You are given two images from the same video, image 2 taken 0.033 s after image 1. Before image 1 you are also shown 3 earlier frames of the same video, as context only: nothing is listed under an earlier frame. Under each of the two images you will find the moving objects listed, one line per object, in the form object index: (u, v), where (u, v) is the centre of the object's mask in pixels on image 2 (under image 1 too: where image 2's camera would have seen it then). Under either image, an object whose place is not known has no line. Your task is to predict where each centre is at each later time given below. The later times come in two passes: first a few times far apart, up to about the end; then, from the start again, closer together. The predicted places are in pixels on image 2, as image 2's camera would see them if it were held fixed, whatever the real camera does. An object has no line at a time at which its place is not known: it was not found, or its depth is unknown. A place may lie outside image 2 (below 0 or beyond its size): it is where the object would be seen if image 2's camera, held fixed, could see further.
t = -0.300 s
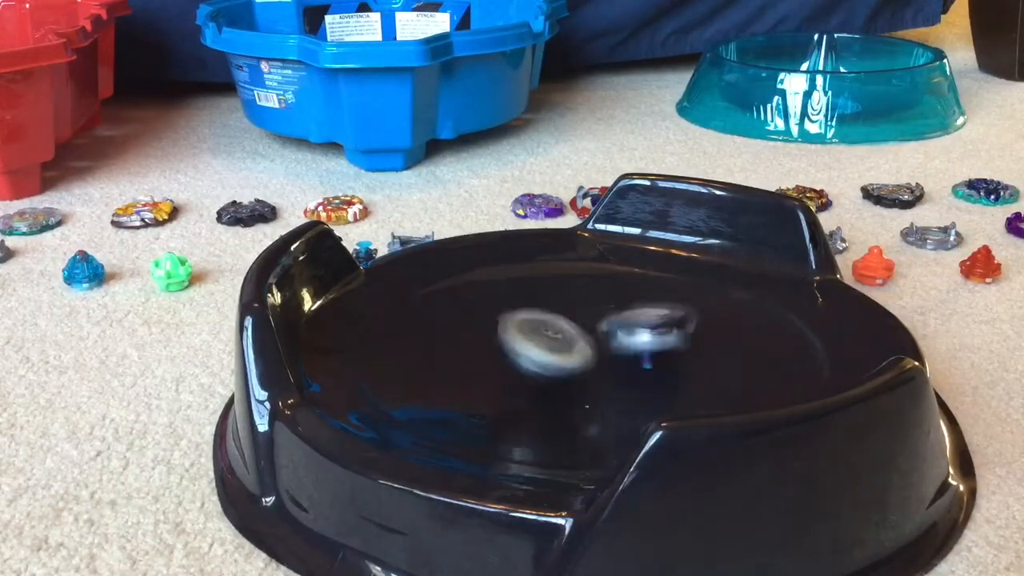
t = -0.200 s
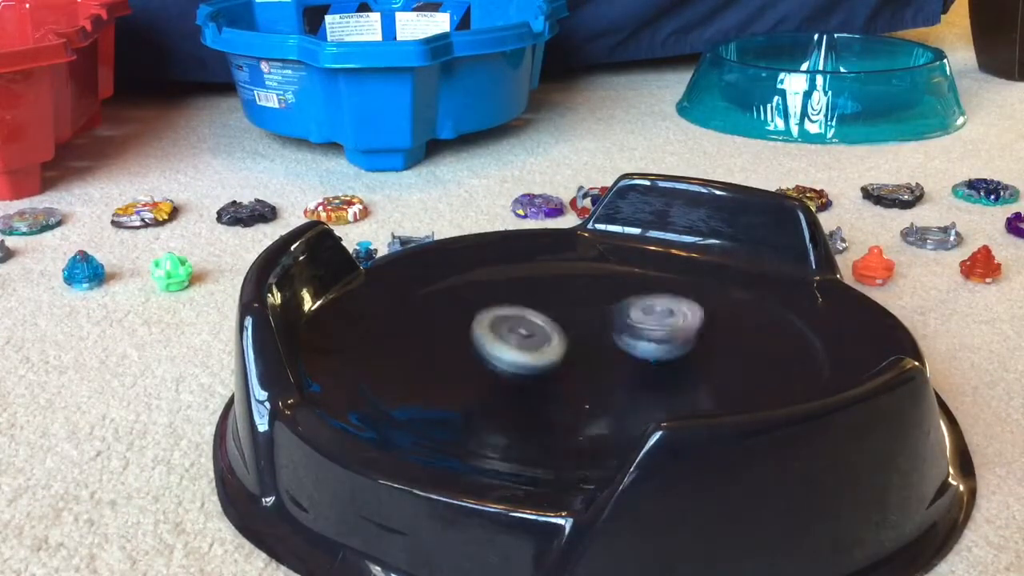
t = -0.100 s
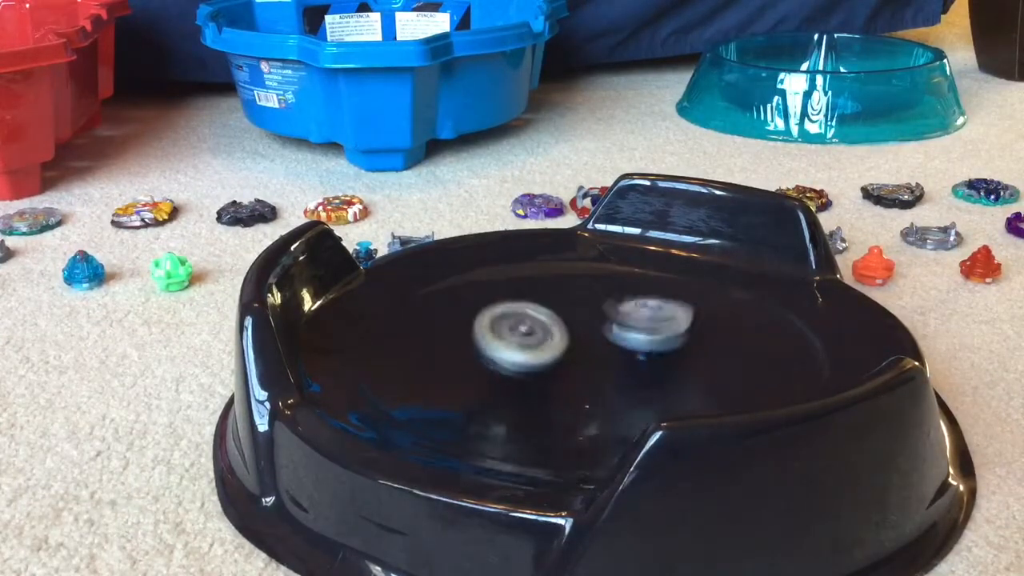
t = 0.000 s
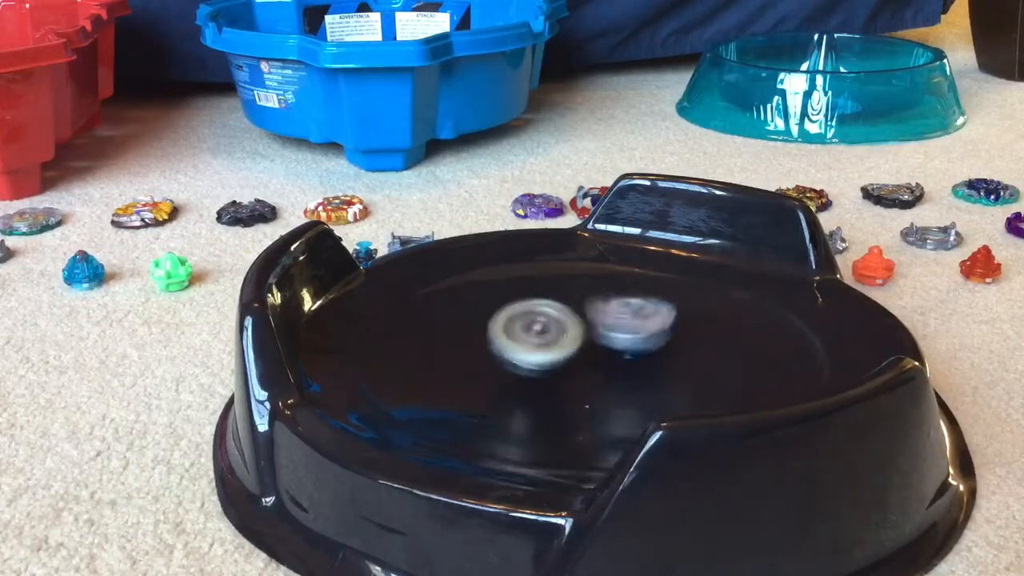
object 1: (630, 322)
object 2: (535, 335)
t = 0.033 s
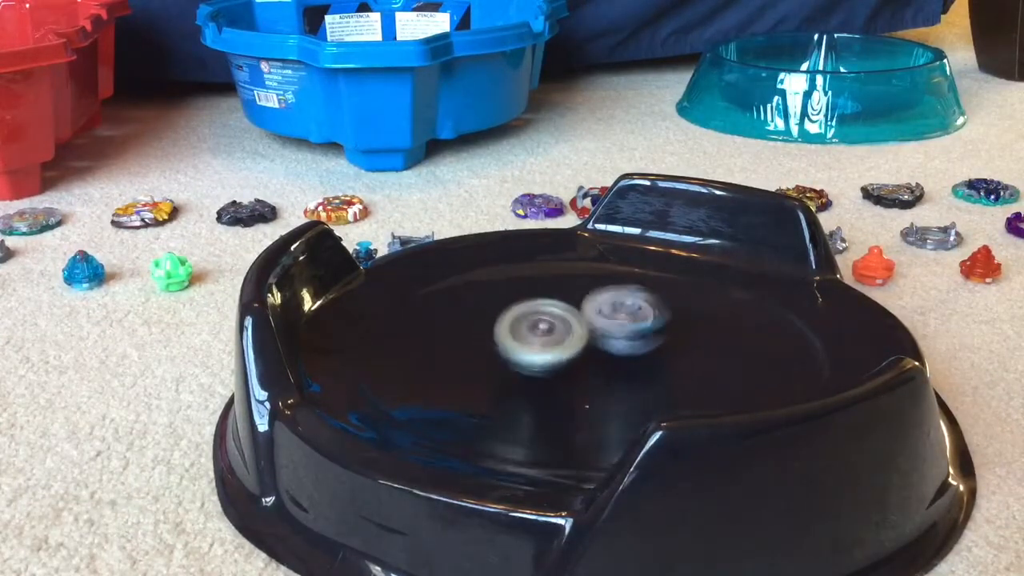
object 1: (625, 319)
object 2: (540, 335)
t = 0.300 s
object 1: (672, 325)
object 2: (514, 330)
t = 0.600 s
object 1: (648, 347)
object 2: (555, 335)
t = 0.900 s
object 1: (661, 360)
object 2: (570, 329)
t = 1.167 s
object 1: (651, 368)
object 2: (577, 319)
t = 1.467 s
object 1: (652, 368)
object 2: (582, 330)
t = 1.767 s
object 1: (660, 372)
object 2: (587, 328)
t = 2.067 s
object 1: (660, 372)
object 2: (585, 339)
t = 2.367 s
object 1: (660, 372)
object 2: (594, 329)
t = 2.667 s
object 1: (653, 375)
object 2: (595, 332)
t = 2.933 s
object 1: (621, 375)
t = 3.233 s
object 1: (615, 374)
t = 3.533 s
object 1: (615, 374)
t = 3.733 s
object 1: (618, 374)
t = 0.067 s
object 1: (628, 319)
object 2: (538, 334)
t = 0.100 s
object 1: (626, 320)
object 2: (537, 333)
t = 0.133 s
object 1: (638, 317)
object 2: (527, 331)
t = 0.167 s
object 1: (656, 320)
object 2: (517, 331)
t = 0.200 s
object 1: (666, 323)
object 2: (512, 330)
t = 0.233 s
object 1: (671, 325)
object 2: (510, 329)
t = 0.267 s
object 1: (672, 323)
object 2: (511, 330)
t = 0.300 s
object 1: (672, 325)
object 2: (514, 330)
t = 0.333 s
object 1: (670, 329)
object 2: (518, 331)
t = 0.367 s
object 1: (666, 331)
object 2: (524, 332)
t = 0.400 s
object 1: (662, 332)
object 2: (529, 333)
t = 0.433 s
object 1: (658, 332)
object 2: (535, 333)
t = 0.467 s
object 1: (657, 332)
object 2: (540, 334)
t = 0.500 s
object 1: (655, 334)
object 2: (546, 334)
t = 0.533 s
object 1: (651, 336)
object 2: (552, 335)
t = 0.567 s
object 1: (647, 342)
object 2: (555, 335)
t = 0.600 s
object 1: (648, 347)
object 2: (555, 335)
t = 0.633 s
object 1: (652, 351)
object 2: (552, 333)
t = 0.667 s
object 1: (660, 354)
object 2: (553, 333)
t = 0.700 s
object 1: (667, 355)
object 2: (554, 332)
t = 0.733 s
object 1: (669, 354)
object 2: (558, 332)
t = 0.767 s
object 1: (669, 354)
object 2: (562, 331)
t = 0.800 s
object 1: (666, 356)
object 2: (566, 332)
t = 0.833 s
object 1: (662, 356)
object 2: (569, 332)
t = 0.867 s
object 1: (662, 357)
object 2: (569, 330)
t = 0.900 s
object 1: (661, 360)
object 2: (570, 329)
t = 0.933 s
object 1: (660, 362)
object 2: (572, 327)
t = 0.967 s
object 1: (657, 363)
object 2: (573, 328)
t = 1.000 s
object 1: (654, 365)
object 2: (576, 327)
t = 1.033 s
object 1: (650, 365)
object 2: (577, 327)
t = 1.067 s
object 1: (653, 367)
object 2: (576, 324)
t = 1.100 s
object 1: (653, 368)
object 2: (575, 322)
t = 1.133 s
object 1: (652, 368)
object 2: (576, 320)
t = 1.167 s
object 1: (651, 368)
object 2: (577, 319)
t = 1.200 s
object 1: (650, 368)
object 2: (578, 319)
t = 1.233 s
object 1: (650, 368)
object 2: (579, 320)
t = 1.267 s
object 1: (651, 368)
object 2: (581, 320)
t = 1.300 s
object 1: (653, 368)
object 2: (581, 322)
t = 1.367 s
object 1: (652, 368)
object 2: (580, 326)
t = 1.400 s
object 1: (652, 368)
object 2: (581, 326)
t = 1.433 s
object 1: (652, 368)
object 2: (581, 329)
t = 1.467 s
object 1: (652, 368)
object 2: (582, 330)
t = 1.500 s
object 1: (658, 369)
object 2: (580, 328)
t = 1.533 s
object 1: (660, 372)
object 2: (578, 326)
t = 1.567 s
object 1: (660, 372)
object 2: (580, 324)
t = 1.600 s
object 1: (660, 372)
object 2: (582, 324)
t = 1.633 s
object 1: (660, 372)
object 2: (583, 324)
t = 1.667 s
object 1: (660, 372)
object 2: (586, 325)
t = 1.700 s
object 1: (660, 372)
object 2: (586, 325)
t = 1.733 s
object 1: (660, 372)
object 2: (587, 326)
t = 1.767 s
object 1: (660, 372)
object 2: (587, 328)
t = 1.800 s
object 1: (660, 372)
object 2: (587, 328)
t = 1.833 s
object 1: (660, 372)
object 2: (586, 330)
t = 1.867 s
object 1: (660, 372)
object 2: (585, 331)
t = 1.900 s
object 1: (660, 372)
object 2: (585, 333)
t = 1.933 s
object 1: (660, 372)
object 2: (584, 335)
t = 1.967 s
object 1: (659, 372)
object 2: (583, 335)
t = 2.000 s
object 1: (660, 372)
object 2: (584, 336)
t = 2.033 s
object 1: (660, 372)
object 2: (583, 338)
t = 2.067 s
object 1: (660, 372)
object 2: (585, 339)
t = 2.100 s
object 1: (660, 372)
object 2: (584, 339)
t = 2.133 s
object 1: (660, 373)
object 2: (585, 338)
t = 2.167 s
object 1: (660, 373)
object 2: (585, 336)
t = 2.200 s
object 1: (660, 373)
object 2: (585, 336)
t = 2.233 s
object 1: (660, 373)
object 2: (586, 334)
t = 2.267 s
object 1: (661, 373)
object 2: (589, 332)
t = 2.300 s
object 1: (660, 372)
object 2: (590, 331)
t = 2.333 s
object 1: (660, 372)
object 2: (592, 330)
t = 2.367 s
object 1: (660, 372)
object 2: (594, 329)
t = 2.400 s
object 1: (660, 372)
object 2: (595, 329)
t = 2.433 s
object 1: (660, 372)
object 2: (595, 333)
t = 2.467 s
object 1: (660, 373)
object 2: (594, 333)
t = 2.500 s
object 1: (660, 373)
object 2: (594, 334)
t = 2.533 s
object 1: (660, 374)
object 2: (594, 333)
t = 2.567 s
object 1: (657, 375)
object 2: (596, 330)
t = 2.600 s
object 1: (655, 375)
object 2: (597, 330)
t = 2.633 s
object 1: (654, 375)
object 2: (597, 332)
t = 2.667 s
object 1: (653, 375)
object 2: (595, 332)
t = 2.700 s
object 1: (651, 375)
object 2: (595, 333)
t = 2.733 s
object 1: (649, 376)
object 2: (593, 336)
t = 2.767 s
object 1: (646, 376)
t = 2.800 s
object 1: (644, 377)
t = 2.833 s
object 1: (639, 377)
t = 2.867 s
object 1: (633, 378)
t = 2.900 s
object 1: (627, 377)
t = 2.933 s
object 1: (621, 375)
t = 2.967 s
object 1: (618, 375)
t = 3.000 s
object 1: (618, 374)
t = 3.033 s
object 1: (619, 374)
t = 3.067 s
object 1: (619, 374)
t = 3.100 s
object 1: (619, 373)
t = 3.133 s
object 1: (619, 374)
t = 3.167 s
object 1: (617, 375)
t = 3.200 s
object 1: (616, 374)
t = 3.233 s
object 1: (615, 374)
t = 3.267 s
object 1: (616, 374)
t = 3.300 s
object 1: (618, 374)
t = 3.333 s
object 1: (619, 374)
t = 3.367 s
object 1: (620, 374)
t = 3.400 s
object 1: (619, 374)
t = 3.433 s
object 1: (617, 375)
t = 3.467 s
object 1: (615, 374)
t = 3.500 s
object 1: (615, 374)
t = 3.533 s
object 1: (615, 374)
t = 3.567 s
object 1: (617, 374)
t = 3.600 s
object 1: (619, 374)
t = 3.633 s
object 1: (620, 374)
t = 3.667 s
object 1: (620, 373)
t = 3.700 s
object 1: (620, 374)
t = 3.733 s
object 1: (618, 374)
